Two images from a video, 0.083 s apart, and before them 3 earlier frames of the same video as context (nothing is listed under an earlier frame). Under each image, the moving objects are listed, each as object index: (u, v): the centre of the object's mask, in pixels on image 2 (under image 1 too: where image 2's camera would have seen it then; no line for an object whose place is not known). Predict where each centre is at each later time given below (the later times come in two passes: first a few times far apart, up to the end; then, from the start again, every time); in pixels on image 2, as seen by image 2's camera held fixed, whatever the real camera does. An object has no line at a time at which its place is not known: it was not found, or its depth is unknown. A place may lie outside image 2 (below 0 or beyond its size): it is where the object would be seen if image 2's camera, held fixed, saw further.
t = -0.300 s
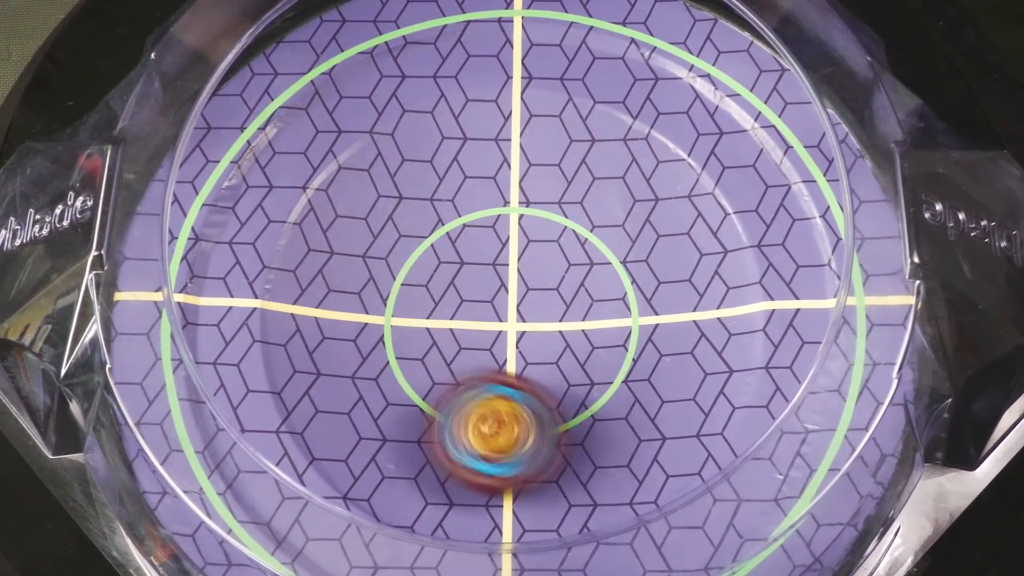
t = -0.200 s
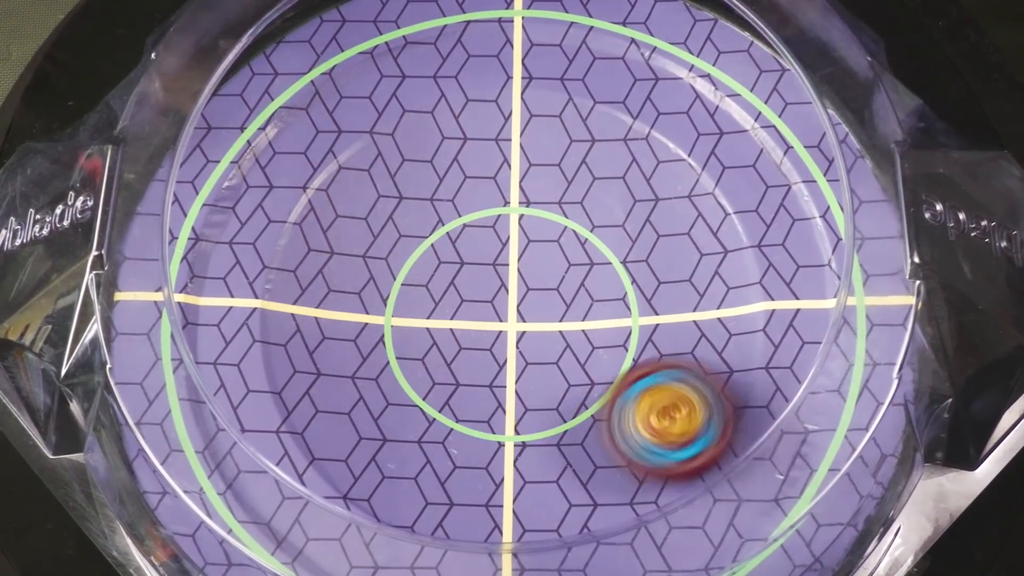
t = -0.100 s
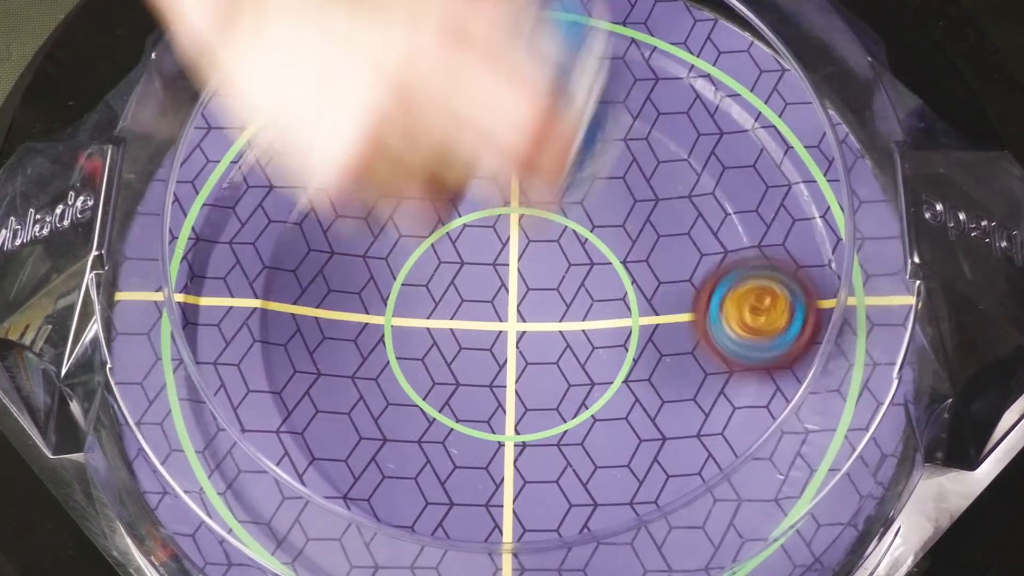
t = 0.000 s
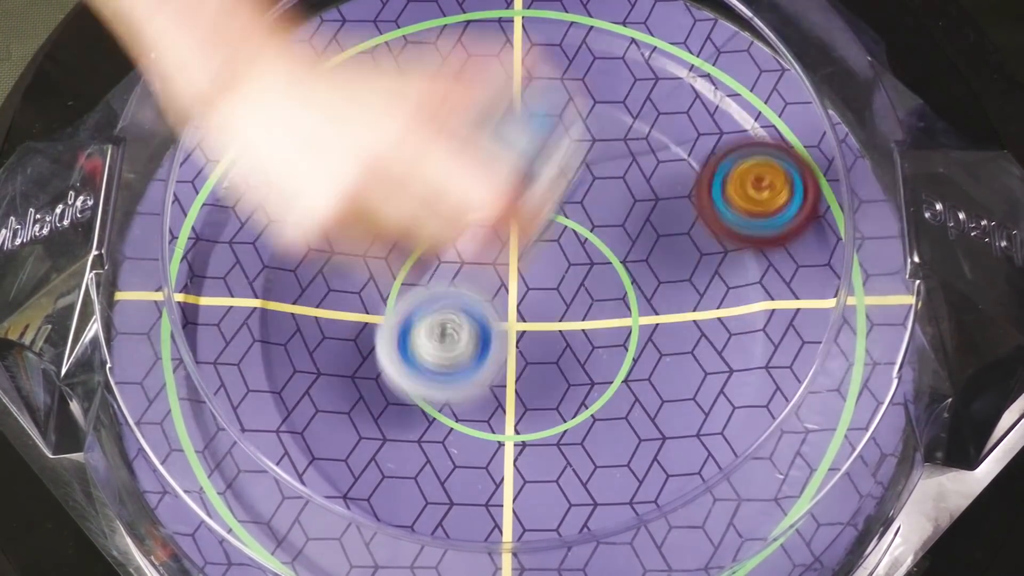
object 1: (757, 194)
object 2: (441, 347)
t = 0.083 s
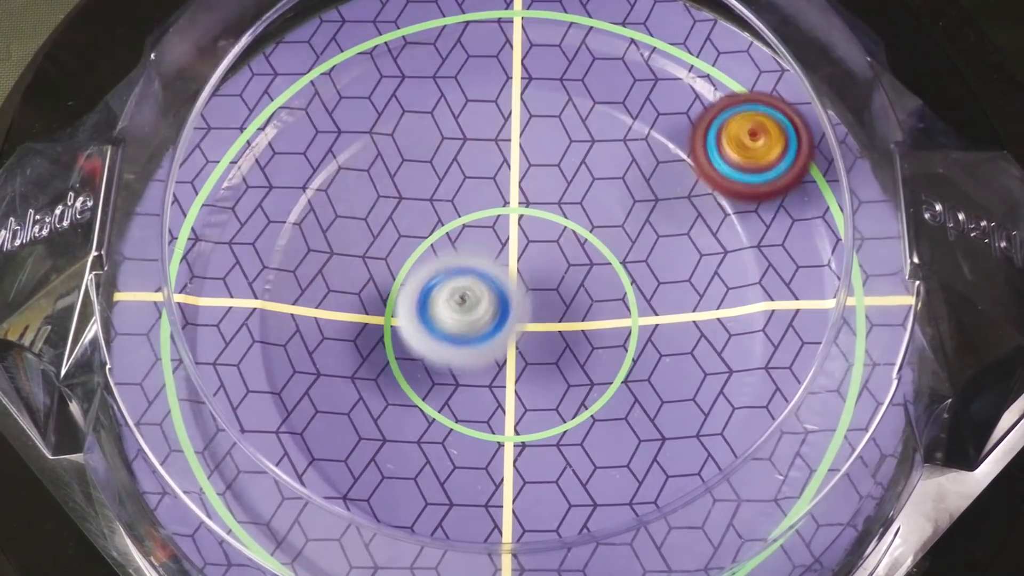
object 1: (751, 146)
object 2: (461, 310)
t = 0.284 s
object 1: (712, 124)
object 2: (583, 253)
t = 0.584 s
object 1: (454, 184)
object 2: (661, 395)
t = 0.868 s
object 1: (173, 430)
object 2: (771, 503)
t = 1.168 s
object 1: (246, 335)
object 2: (898, 335)
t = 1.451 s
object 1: (305, 357)
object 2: (974, 274)
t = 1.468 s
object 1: (320, 369)
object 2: (977, 282)
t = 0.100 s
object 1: (749, 141)
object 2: (467, 303)
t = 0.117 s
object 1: (746, 138)
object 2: (473, 299)
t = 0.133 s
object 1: (744, 135)
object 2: (480, 296)
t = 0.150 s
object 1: (742, 132)
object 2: (490, 288)
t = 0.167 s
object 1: (739, 130)
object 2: (501, 279)
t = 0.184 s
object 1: (736, 128)
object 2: (513, 272)
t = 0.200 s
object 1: (732, 127)
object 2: (522, 269)
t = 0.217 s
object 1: (729, 126)
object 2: (534, 265)
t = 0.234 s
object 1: (725, 125)
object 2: (547, 259)
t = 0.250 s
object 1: (721, 125)
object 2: (559, 256)
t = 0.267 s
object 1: (717, 124)
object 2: (572, 255)
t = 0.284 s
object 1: (712, 124)
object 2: (583, 253)
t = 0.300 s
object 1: (708, 124)
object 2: (594, 252)
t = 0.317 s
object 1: (702, 123)
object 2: (605, 253)
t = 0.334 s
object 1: (697, 123)
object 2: (614, 254)
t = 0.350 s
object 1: (692, 123)
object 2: (625, 257)
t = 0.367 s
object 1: (686, 124)
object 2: (632, 260)
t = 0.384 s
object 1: (681, 124)
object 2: (641, 267)
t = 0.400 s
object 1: (673, 124)
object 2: (646, 271)
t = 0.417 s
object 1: (663, 126)
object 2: (653, 279)
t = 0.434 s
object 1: (650, 128)
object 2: (659, 288)
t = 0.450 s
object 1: (635, 130)
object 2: (663, 296)
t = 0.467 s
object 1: (618, 133)
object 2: (668, 307)
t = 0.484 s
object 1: (599, 136)
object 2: (670, 318)
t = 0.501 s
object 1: (578, 140)
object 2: (671, 329)
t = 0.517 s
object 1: (558, 145)
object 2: (672, 342)
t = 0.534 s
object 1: (532, 152)
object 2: (671, 354)
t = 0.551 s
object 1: (507, 160)
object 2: (668, 368)
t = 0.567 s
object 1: (480, 171)
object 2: (665, 381)
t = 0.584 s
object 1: (454, 184)
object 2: (661, 395)
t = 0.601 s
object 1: (432, 201)
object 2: (654, 410)
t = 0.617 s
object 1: (412, 218)
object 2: (647, 422)
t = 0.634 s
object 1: (393, 239)
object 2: (637, 437)
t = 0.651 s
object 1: (380, 261)
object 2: (624, 451)
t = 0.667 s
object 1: (369, 287)
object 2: (610, 462)
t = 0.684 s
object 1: (361, 315)
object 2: (593, 470)
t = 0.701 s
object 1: (361, 342)
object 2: (576, 477)
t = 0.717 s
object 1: (364, 372)
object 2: (553, 482)
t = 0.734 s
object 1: (371, 397)
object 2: (531, 485)
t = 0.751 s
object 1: (381, 421)
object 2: (511, 485)
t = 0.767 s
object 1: (351, 430)
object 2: (534, 490)
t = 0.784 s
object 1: (308, 425)
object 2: (582, 496)
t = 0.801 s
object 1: (264, 429)
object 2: (623, 502)
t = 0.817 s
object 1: (219, 434)
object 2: (667, 507)
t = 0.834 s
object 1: (167, 440)
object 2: (701, 506)
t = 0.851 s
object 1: (160, 438)
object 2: (740, 511)
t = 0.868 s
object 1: (173, 430)
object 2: (771, 503)
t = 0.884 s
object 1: (198, 417)
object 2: (796, 494)
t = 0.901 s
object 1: (211, 414)
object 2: (816, 490)
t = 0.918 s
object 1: (224, 405)
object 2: (834, 481)
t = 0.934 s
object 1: (231, 396)
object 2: (831, 475)
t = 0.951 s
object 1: (237, 389)
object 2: (830, 463)
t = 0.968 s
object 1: (243, 383)
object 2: (831, 453)
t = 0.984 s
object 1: (247, 377)
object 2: (834, 445)
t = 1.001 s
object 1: (251, 372)
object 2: (837, 437)
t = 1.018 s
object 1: (252, 367)
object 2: (832, 420)
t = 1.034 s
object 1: (253, 363)
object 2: (825, 409)
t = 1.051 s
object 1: (253, 359)
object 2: (837, 403)
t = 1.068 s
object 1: (252, 355)
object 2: (839, 391)
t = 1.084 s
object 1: (250, 352)
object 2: (838, 379)
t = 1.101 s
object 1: (249, 348)
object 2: (844, 371)
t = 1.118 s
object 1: (248, 345)
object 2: (860, 362)
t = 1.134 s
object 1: (247, 341)
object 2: (869, 354)
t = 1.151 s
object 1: (247, 338)
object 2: (882, 344)
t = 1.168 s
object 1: (246, 335)
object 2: (898, 335)
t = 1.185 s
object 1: (246, 332)
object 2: (907, 327)
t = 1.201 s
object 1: (245, 329)
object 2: (917, 317)
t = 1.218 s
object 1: (246, 325)
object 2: (926, 305)
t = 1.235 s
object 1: (246, 322)
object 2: (929, 295)
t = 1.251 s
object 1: (246, 319)
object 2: (931, 289)
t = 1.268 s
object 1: (246, 315)
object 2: (936, 282)
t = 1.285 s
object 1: (247, 313)
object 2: (940, 272)
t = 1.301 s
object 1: (248, 310)
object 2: (946, 263)
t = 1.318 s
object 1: (249, 308)
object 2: (953, 252)
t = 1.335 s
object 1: (251, 307)
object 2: (959, 245)
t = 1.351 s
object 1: (254, 308)
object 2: (965, 238)
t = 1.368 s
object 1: (256, 312)
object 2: (968, 240)
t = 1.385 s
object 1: (262, 317)
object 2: (968, 244)
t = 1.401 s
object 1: (270, 325)
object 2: (969, 250)
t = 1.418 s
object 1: (280, 334)
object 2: (970, 258)
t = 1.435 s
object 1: (292, 345)
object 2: (972, 262)
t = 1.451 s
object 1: (305, 357)
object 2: (974, 274)
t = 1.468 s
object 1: (320, 369)
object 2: (977, 282)
